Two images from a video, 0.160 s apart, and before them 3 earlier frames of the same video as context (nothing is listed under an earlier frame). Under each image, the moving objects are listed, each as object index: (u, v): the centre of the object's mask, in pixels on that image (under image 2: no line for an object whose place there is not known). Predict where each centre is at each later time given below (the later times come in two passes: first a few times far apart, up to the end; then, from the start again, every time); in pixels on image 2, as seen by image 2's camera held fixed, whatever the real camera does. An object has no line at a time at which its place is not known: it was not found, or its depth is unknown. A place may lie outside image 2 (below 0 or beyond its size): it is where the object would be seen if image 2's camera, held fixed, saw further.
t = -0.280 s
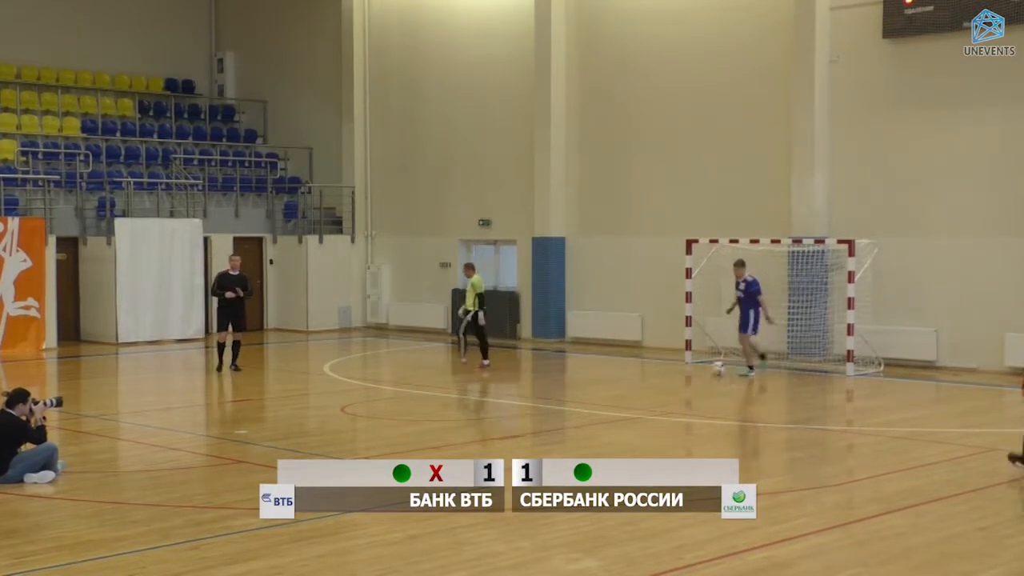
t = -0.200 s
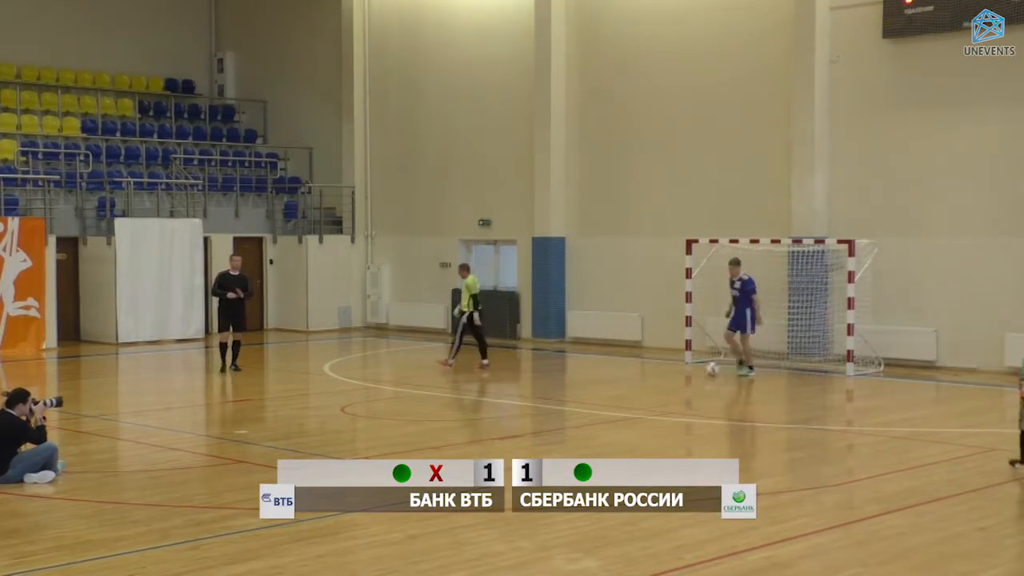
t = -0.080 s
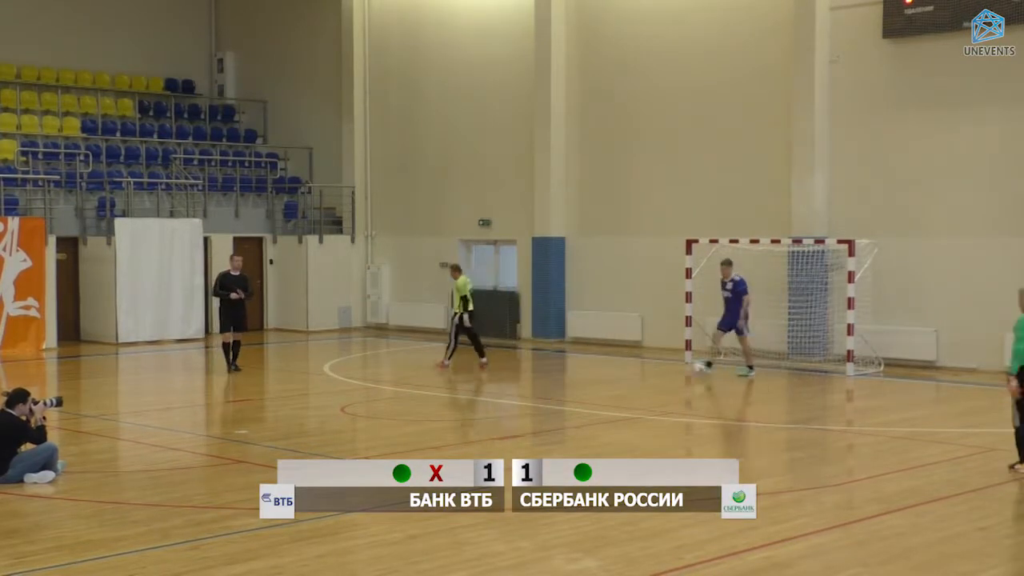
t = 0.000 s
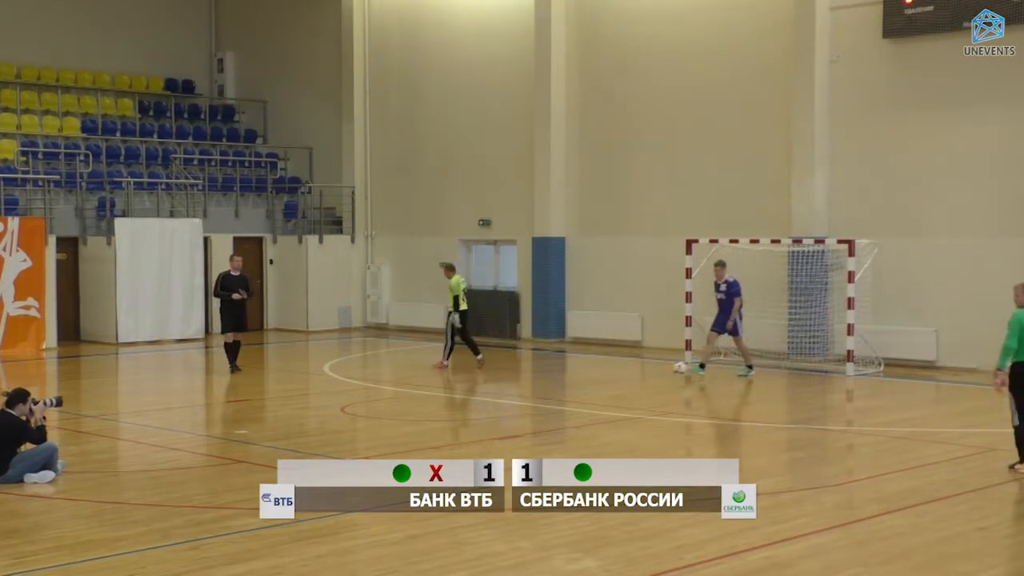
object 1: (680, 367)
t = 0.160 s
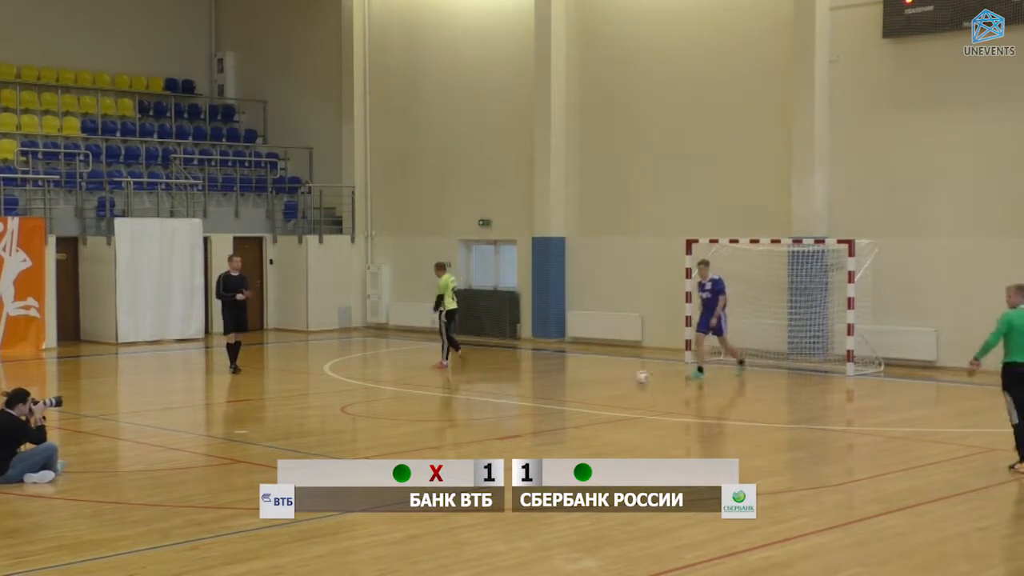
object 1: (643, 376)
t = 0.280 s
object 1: (616, 379)
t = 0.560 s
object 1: (552, 391)
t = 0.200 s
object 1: (633, 377)
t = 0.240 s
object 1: (624, 377)
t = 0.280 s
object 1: (616, 379)
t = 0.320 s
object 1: (606, 383)
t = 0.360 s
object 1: (596, 384)
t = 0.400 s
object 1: (588, 385)
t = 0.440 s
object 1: (579, 387)
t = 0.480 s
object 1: (570, 388)
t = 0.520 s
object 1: (562, 389)
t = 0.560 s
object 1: (552, 391)
